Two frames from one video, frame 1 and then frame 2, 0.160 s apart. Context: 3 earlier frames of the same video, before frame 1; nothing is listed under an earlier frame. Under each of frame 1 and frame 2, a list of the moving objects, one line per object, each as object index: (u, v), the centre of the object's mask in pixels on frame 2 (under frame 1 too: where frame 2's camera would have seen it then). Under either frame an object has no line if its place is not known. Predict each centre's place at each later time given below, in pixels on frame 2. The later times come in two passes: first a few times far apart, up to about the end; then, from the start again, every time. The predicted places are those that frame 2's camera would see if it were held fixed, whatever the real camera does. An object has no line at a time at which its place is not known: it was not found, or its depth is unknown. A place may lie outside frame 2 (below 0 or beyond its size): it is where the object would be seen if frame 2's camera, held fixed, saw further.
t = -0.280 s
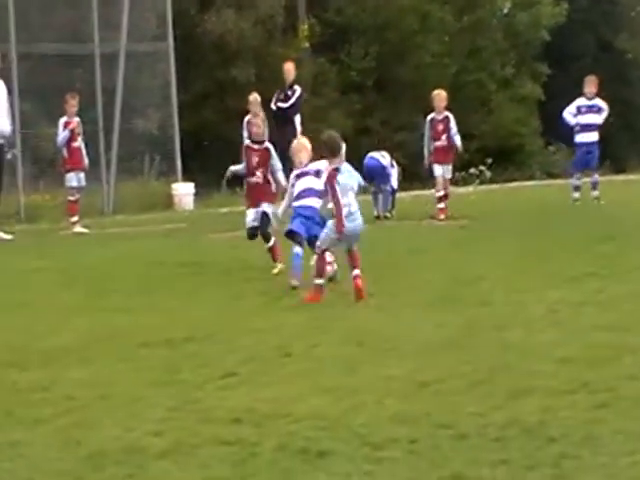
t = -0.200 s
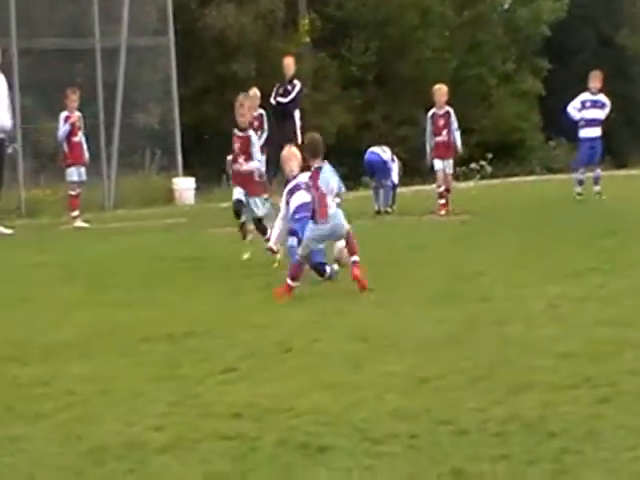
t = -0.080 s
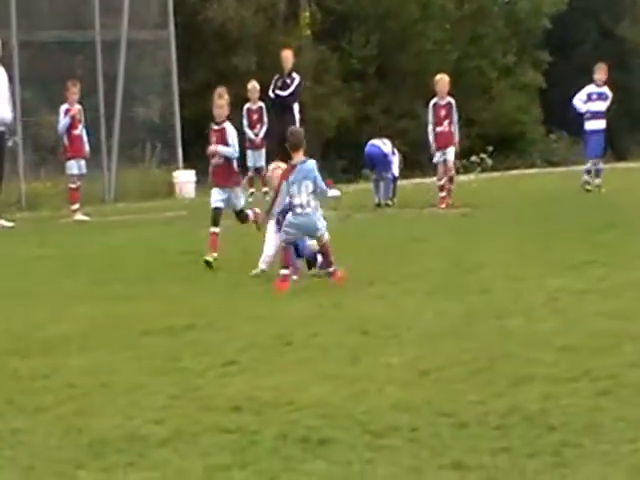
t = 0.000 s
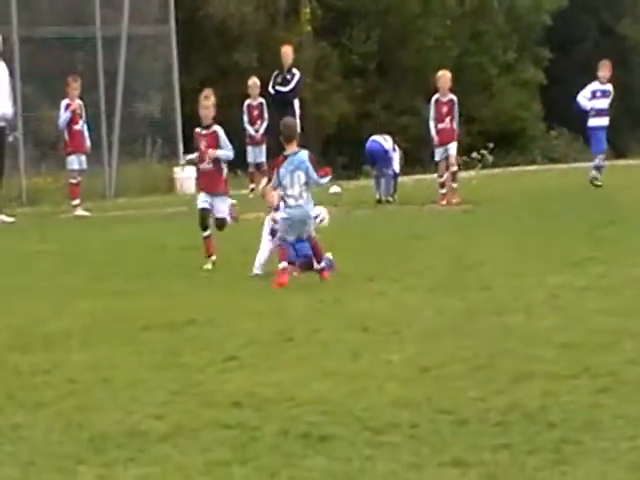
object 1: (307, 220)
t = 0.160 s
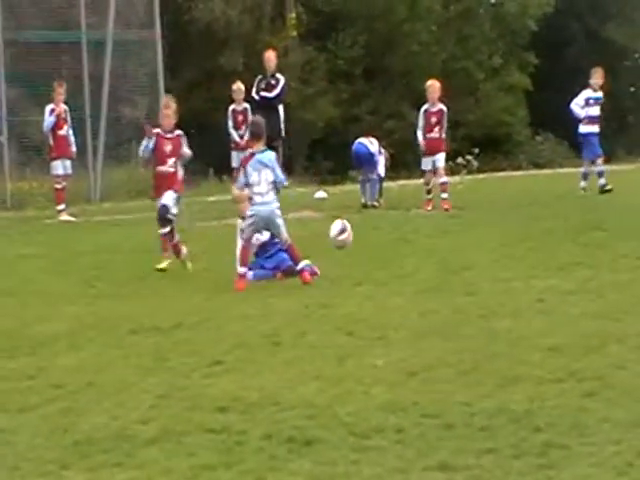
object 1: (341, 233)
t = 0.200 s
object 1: (350, 239)
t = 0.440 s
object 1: (376, 250)
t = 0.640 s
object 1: (383, 262)
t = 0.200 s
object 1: (350, 239)
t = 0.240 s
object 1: (360, 250)
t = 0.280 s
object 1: (370, 262)
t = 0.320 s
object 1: (373, 261)
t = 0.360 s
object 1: (375, 254)
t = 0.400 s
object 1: (375, 251)
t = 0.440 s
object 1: (376, 250)
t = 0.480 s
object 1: (377, 250)
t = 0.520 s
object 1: (378, 253)
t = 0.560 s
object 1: (380, 257)
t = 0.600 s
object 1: (382, 263)
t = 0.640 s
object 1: (383, 262)
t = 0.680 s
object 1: (386, 260)
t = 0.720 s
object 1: (388, 261)
